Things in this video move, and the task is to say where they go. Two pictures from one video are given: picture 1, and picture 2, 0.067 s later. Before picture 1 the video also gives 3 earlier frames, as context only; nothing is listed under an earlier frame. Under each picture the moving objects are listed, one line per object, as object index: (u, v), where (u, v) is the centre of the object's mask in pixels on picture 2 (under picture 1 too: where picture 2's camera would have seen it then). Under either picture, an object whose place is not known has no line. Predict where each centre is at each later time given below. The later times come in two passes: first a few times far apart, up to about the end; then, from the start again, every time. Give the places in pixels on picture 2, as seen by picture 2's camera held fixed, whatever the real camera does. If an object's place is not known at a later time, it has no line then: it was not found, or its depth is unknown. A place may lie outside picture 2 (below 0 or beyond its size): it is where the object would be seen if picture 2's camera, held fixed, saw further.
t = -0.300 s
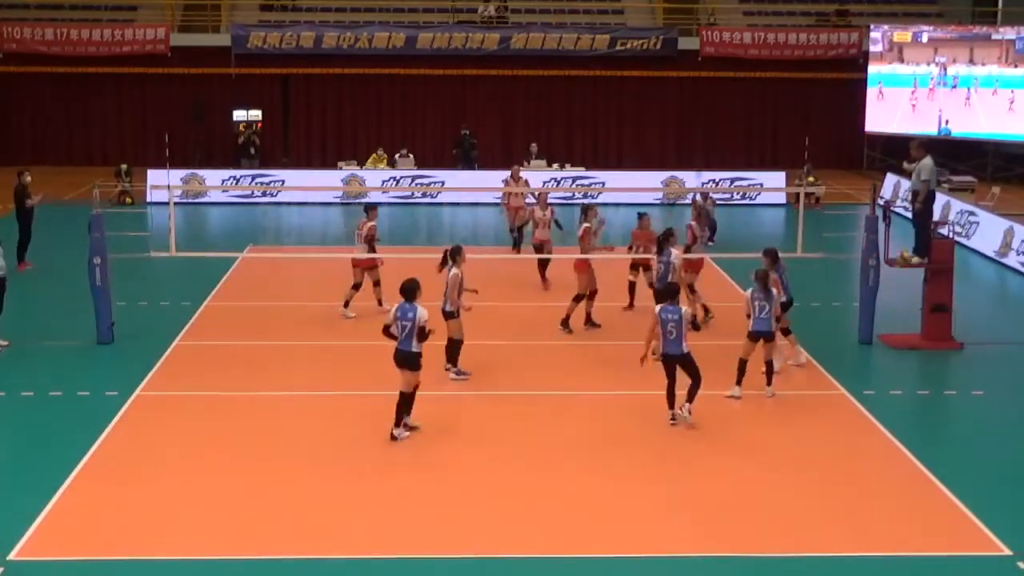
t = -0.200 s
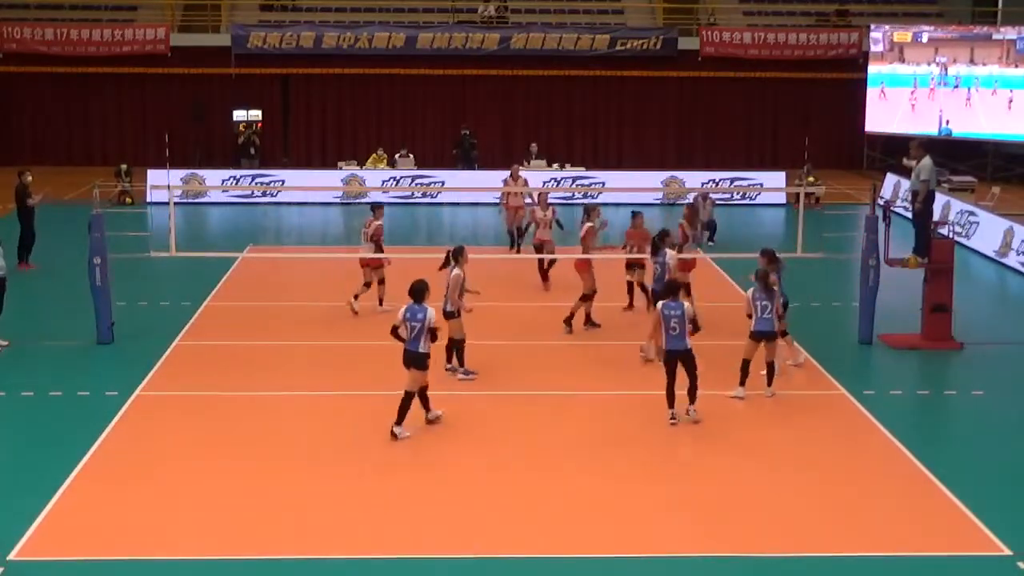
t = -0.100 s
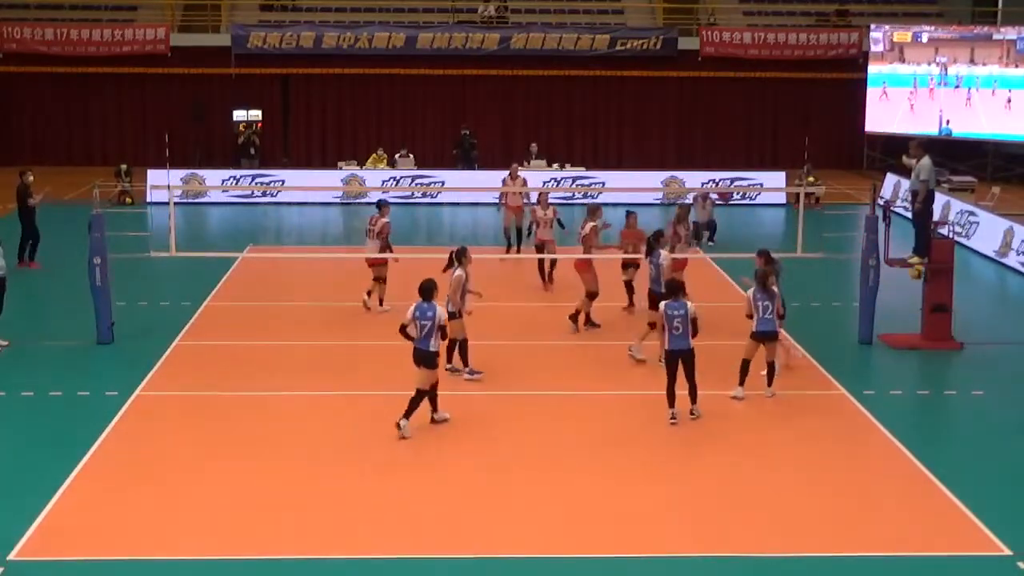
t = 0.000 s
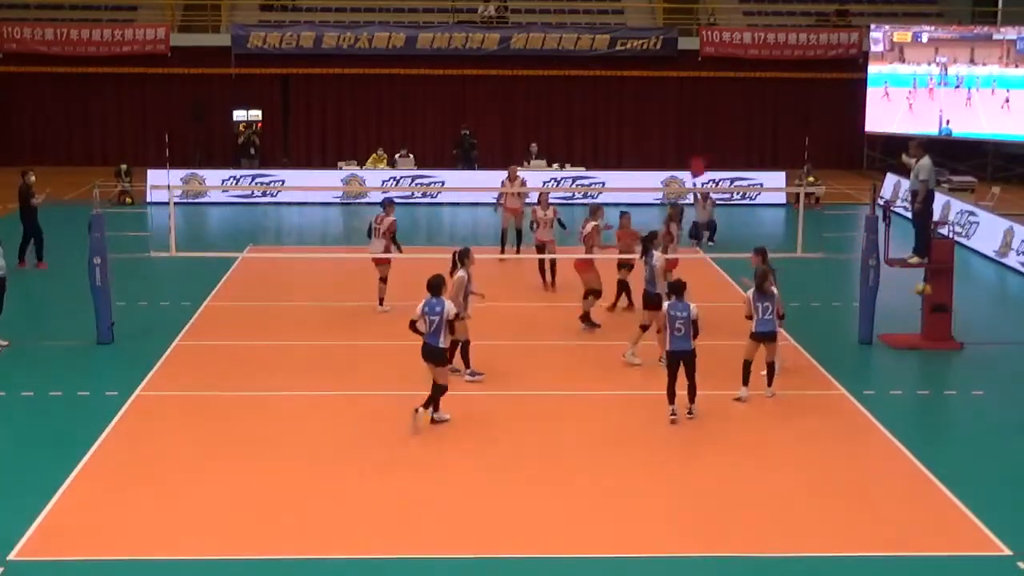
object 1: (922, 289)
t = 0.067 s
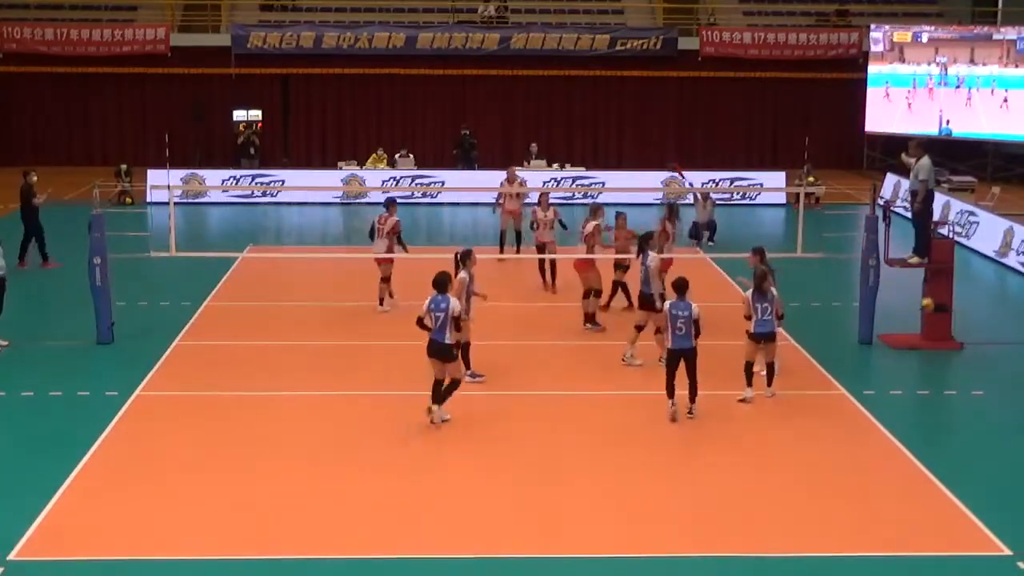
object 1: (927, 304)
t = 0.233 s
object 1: (934, 350)
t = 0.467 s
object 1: (953, 308)
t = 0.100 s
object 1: (928, 313)
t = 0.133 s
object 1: (930, 323)
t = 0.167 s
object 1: (933, 332)
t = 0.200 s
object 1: (933, 344)
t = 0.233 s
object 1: (934, 350)
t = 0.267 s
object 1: (937, 342)
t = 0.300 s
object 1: (940, 336)
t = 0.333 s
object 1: (942, 327)
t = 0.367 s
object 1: (945, 320)
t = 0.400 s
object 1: (949, 315)
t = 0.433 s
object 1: (951, 312)
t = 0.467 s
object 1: (953, 308)
